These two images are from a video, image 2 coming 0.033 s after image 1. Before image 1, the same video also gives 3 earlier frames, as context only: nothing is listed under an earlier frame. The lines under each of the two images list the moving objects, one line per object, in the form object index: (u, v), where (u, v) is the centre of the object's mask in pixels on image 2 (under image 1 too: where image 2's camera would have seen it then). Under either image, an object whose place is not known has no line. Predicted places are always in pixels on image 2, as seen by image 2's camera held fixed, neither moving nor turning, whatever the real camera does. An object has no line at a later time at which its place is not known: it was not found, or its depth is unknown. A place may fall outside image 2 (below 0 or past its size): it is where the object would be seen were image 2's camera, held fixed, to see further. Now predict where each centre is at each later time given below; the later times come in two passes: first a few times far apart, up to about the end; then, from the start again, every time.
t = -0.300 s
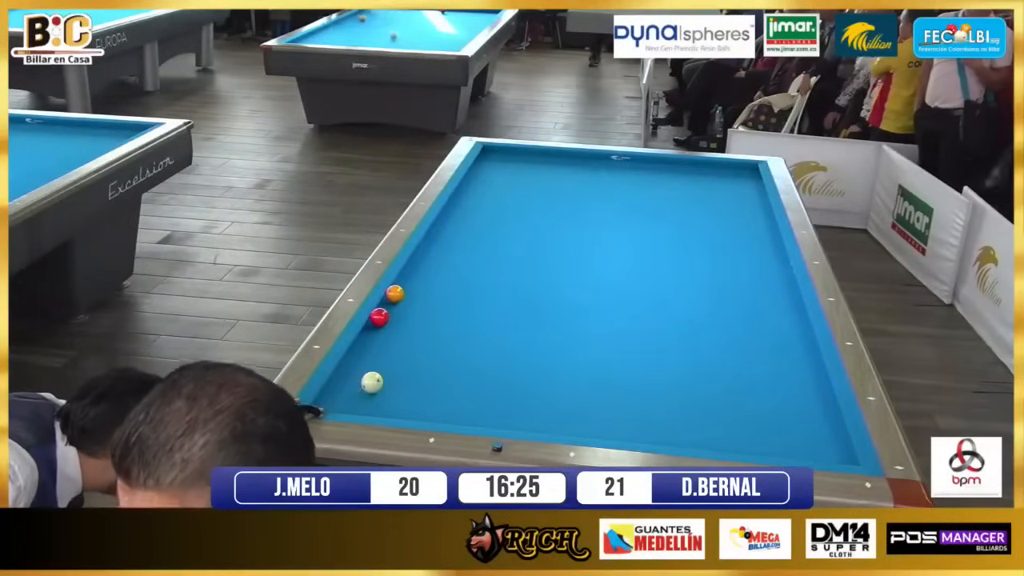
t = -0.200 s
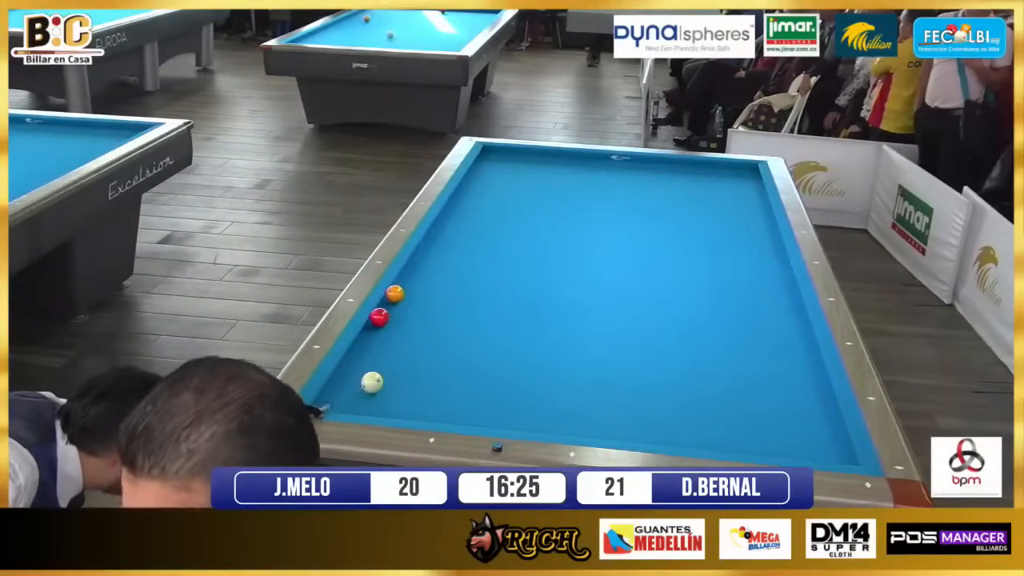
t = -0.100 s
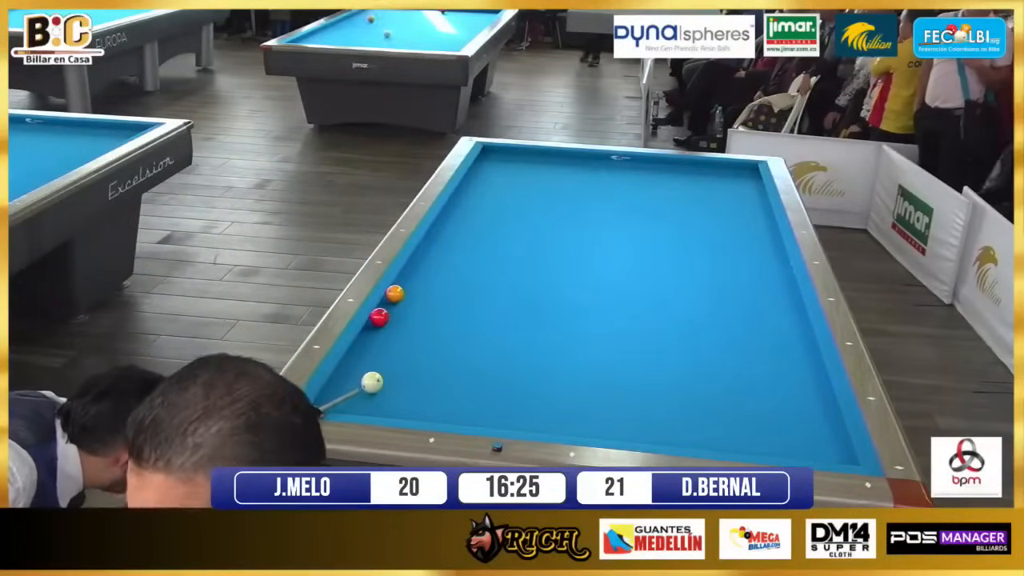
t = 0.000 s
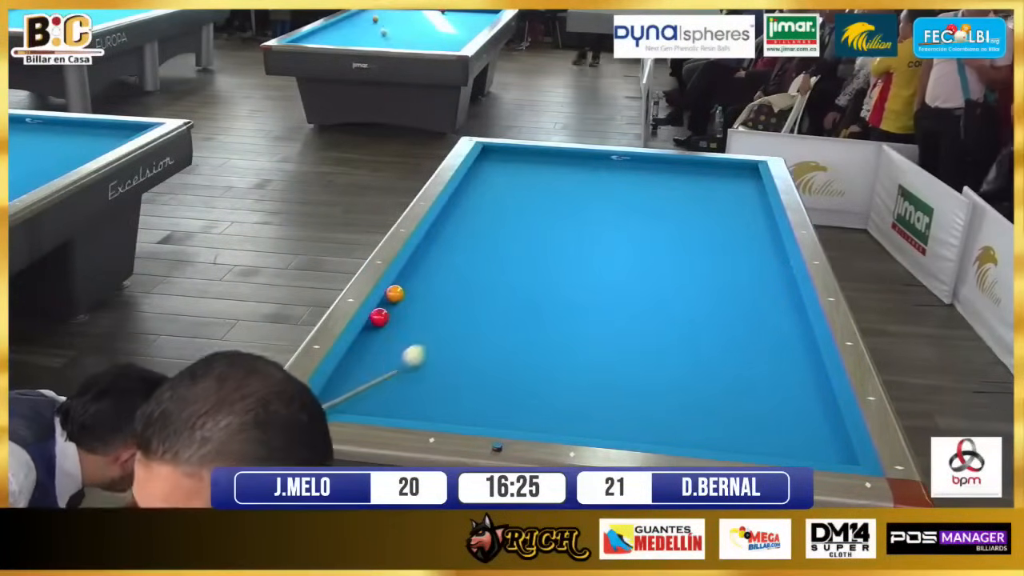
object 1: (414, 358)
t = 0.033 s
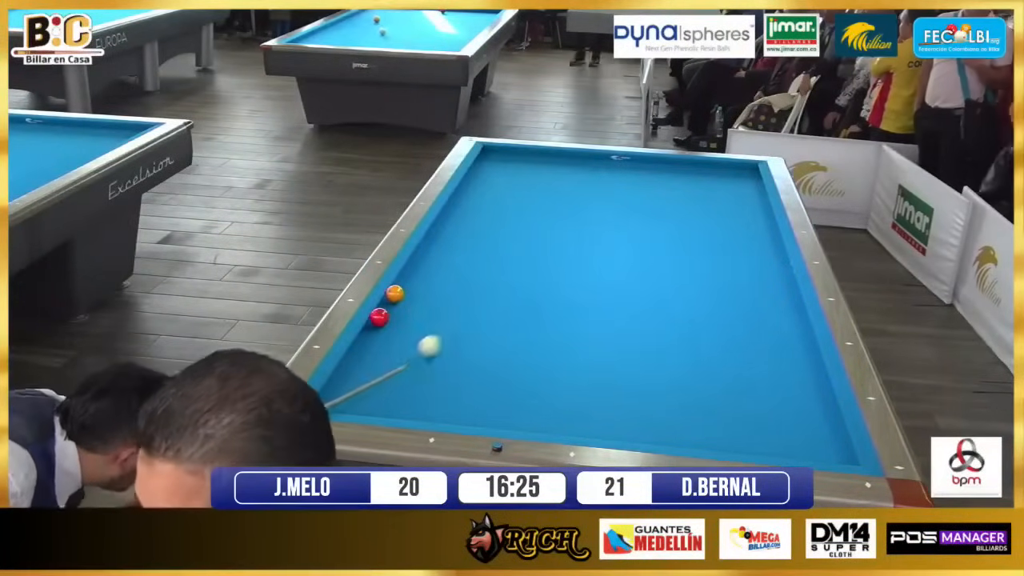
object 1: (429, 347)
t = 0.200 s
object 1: (495, 306)
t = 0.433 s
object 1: (563, 265)
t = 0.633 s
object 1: (610, 236)
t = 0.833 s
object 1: (648, 213)
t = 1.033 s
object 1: (683, 191)
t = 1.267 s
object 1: (719, 170)
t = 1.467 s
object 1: (754, 176)
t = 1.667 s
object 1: (732, 187)
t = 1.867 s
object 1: (711, 197)
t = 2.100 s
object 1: (686, 209)
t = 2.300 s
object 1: (663, 220)
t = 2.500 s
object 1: (639, 232)
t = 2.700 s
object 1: (613, 245)
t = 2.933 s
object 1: (580, 261)
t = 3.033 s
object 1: (565, 268)
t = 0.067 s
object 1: (444, 338)
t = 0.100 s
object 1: (458, 328)
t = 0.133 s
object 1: (471, 321)
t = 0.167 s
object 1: (483, 313)
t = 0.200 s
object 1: (495, 306)
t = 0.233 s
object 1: (506, 299)
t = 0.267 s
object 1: (516, 293)
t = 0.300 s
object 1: (526, 287)
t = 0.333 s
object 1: (535, 282)
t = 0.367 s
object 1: (545, 276)
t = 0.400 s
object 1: (554, 270)
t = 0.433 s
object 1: (563, 265)
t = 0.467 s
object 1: (571, 260)
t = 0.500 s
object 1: (579, 255)
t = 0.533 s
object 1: (588, 250)
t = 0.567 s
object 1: (595, 245)
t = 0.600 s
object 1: (603, 240)
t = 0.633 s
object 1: (610, 236)
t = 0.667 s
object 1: (618, 231)
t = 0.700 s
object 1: (625, 227)
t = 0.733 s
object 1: (632, 223)
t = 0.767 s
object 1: (638, 219)
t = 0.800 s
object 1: (645, 215)
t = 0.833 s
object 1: (648, 213)
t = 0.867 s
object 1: (654, 209)
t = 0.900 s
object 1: (660, 205)
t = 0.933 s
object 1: (666, 202)
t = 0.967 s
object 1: (672, 198)
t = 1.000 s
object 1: (678, 195)
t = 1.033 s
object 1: (683, 191)
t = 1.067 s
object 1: (689, 188)
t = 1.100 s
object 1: (694, 185)
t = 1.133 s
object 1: (699, 182)
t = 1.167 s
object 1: (704, 178)
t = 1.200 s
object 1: (709, 175)
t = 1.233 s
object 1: (714, 173)
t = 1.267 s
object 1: (719, 170)
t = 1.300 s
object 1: (723, 167)
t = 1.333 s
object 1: (728, 164)
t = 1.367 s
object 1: (734, 166)
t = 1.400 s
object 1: (741, 170)
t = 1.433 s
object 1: (748, 173)
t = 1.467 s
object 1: (754, 176)
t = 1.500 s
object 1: (752, 178)
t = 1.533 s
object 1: (748, 180)
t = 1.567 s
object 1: (743, 182)
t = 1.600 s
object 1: (739, 184)
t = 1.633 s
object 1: (735, 185)
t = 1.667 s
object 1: (732, 187)
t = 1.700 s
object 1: (728, 188)
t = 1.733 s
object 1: (725, 190)
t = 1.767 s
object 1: (722, 192)
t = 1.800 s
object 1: (718, 193)
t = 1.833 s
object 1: (715, 195)
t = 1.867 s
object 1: (711, 197)
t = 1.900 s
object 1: (708, 198)
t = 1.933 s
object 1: (705, 200)
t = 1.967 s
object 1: (701, 202)
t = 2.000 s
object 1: (697, 204)
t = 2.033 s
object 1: (694, 205)
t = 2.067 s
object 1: (690, 207)
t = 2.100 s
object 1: (686, 209)
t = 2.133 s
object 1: (683, 211)
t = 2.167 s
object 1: (679, 213)
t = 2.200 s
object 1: (675, 215)
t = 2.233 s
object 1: (671, 217)
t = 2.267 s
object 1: (667, 218)
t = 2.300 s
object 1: (663, 220)
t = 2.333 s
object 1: (660, 222)
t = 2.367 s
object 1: (656, 224)
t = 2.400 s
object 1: (651, 226)
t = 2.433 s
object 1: (647, 228)
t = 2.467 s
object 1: (643, 230)
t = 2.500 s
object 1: (639, 232)
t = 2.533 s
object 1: (635, 234)
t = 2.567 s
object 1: (630, 236)
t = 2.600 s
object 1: (626, 239)
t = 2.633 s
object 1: (622, 241)
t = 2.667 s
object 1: (618, 243)
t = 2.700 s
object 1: (613, 245)
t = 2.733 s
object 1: (609, 247)
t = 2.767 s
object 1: (604, 250)
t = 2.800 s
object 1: (599, 252)
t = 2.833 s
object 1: (595, 254)
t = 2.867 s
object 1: (590, 256)
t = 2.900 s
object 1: (585, 259)
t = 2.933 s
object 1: (580, 261)
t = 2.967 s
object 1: (575, 264)
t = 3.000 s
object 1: (570, 266)
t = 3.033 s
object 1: (565, 268)
